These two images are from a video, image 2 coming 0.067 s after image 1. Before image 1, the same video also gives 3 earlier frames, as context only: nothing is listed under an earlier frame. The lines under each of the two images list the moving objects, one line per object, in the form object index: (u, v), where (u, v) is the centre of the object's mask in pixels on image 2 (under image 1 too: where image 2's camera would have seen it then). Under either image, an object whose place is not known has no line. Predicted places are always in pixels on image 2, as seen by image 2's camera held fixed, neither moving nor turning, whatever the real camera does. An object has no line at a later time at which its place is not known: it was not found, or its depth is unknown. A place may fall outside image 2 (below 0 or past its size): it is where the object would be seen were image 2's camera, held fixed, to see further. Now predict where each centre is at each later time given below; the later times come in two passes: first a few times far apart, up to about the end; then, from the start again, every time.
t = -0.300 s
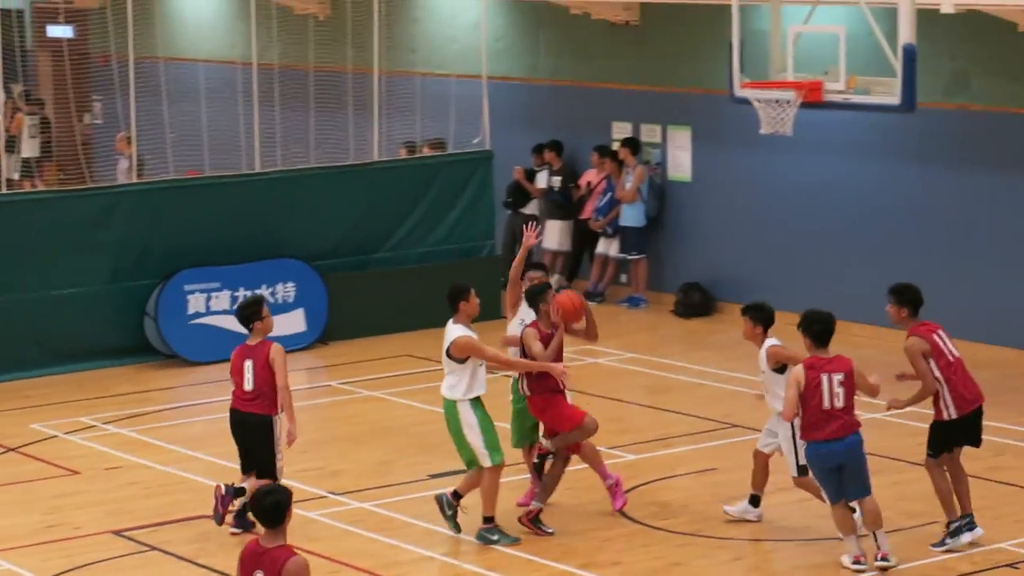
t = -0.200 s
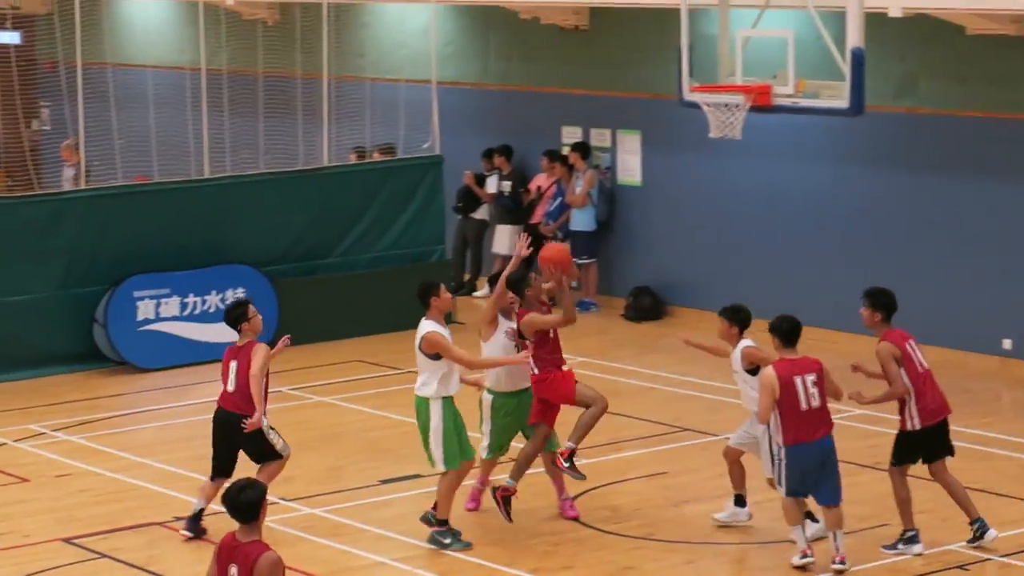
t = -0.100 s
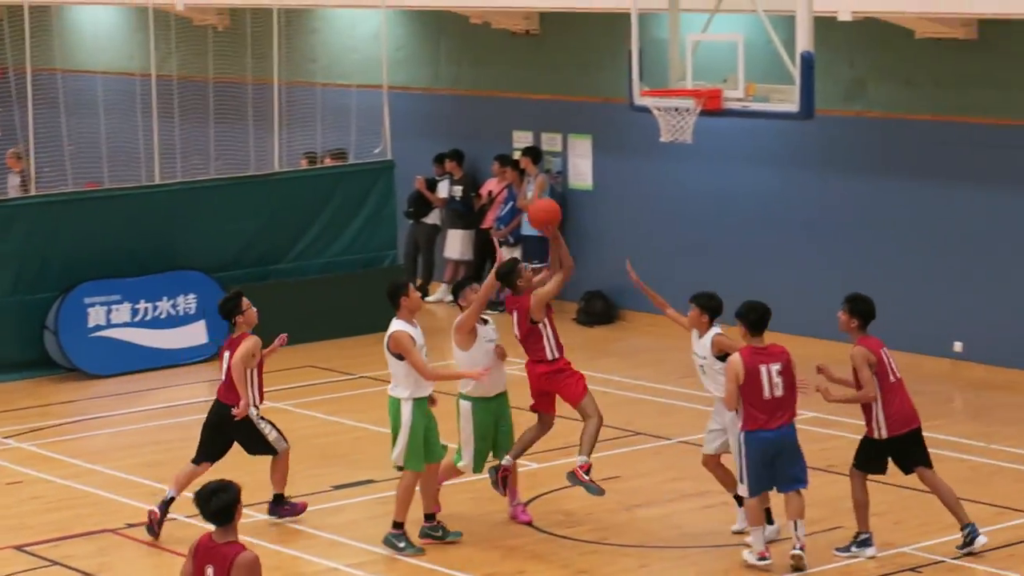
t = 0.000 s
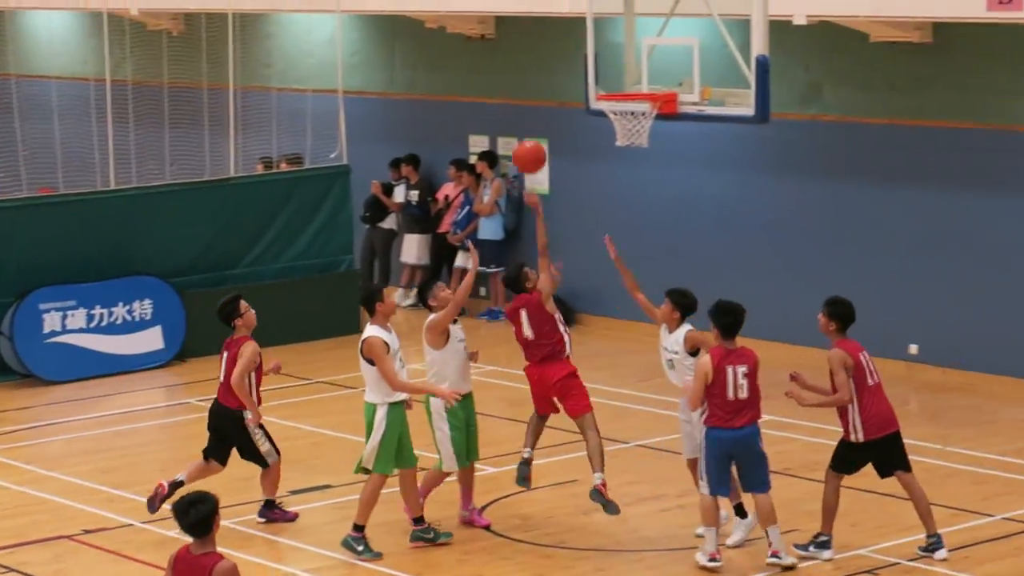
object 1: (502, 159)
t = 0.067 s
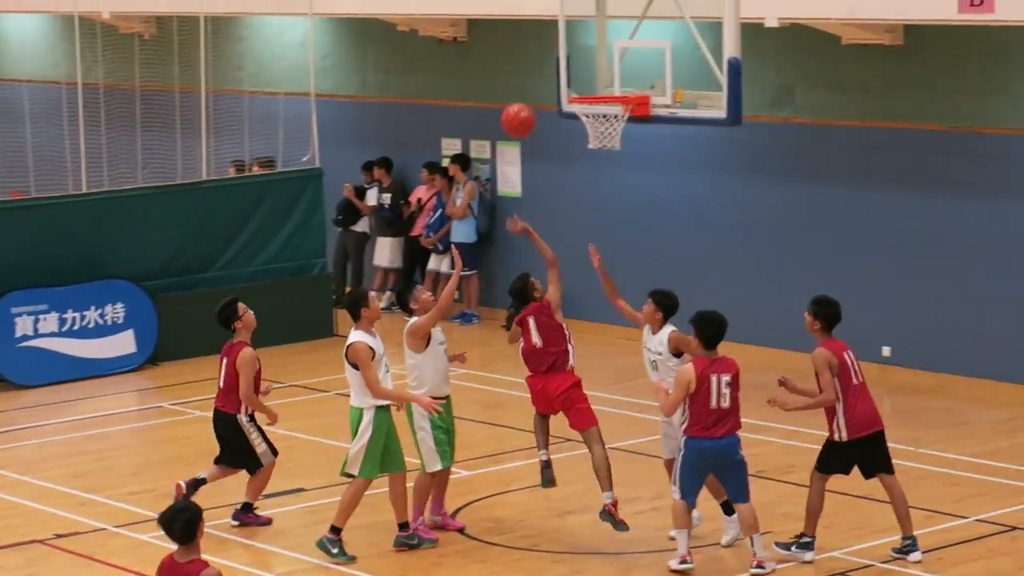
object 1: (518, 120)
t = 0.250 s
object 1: (564, 46)
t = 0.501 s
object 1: (625, 21)
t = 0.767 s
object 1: (602, 85)
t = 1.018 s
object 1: (559, 64)
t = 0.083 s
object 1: (522, 111)
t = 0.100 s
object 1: (526, 103)
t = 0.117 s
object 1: (531, 95)
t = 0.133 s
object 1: (534, 88)
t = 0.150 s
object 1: (539, 80)
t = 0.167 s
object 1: (543, 73)
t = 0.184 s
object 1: (547, 67)
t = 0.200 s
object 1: (552, 61)
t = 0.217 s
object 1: (556, 56)
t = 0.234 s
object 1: (560, 50)
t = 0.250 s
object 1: (564, 46)
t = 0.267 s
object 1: (568, 41)
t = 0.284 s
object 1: (572, 37)
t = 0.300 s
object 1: (576, 34)
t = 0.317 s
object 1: (581, 31)
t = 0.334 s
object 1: (584, 28)
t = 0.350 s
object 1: (589, 25)
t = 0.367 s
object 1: (592, 24)
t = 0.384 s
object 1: (596, 22)
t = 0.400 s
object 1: (600, 21)
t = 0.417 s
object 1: (605, 20)
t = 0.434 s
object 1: (609, 20)
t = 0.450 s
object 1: (612, 19)
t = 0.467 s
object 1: (617, 20)
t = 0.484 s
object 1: (621, 20)
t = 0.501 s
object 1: (625, 21)
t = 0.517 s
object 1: (629, 23)
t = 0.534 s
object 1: (633, 25)
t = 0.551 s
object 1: (638, 27)
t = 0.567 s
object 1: (640, 29)
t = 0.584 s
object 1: (637, 32)
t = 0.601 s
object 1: (634, 35)
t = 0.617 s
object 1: (630, 38)
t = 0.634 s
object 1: (627, 42)
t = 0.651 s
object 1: (624, 46)
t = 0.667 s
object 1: (621, 51)
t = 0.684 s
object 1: (618, 55)
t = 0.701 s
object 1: (614, 61)
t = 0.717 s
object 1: (611, 66)
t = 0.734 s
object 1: (608, 72)
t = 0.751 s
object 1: (605, 78)
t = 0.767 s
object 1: (602, 85)
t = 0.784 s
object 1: (599, 83)
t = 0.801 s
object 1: (596, 79)
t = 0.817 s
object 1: (593, 76)
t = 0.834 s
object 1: (590, 72)
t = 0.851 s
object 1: (587, 70)
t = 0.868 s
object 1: (584, 67)
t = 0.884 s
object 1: (582, 65)
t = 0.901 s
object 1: (579, 64)
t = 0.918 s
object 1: (576, 63)
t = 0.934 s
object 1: (573, 62)
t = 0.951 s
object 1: (570, 62)
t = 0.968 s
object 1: (567, 62)
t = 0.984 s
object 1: (564, 62)
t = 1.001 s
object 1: (562, 63)
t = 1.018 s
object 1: (559, 64)
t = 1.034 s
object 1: (556, 65)
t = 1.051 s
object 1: (553, 67)
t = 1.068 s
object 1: (551, 70)
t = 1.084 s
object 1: (548, 72)
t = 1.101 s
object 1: (545, 75)
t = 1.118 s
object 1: (541, 78)
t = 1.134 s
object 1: (539, 82)
